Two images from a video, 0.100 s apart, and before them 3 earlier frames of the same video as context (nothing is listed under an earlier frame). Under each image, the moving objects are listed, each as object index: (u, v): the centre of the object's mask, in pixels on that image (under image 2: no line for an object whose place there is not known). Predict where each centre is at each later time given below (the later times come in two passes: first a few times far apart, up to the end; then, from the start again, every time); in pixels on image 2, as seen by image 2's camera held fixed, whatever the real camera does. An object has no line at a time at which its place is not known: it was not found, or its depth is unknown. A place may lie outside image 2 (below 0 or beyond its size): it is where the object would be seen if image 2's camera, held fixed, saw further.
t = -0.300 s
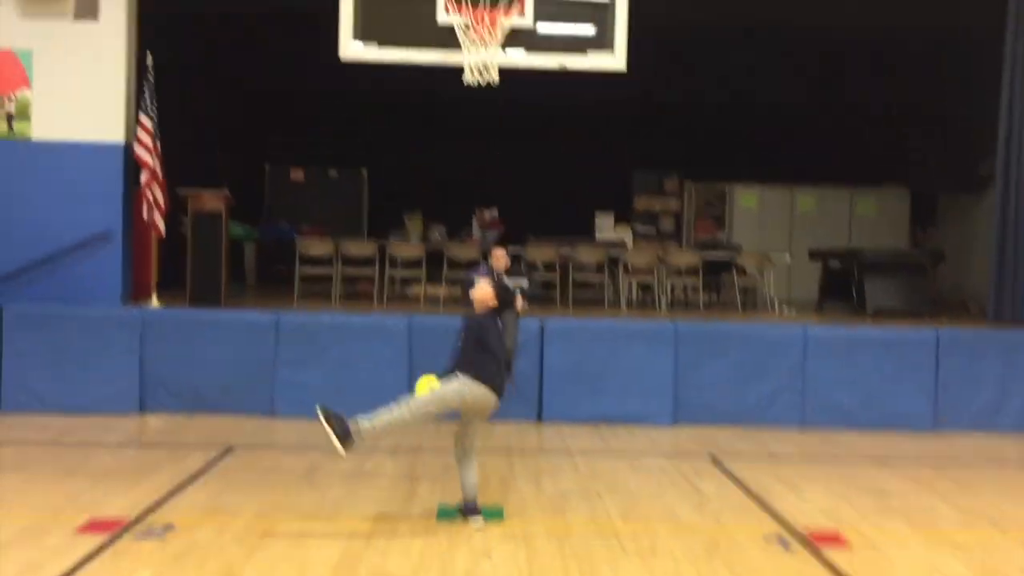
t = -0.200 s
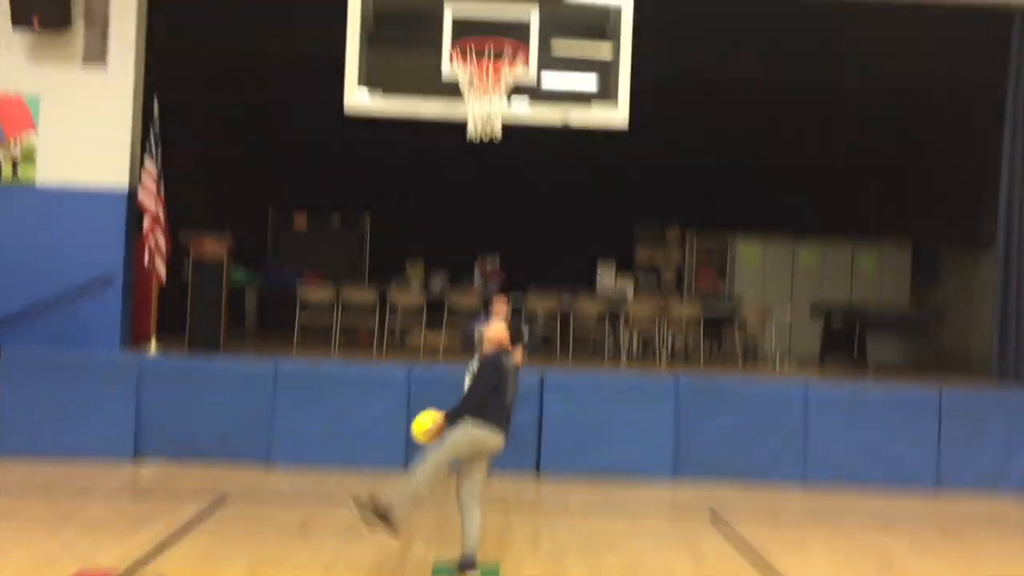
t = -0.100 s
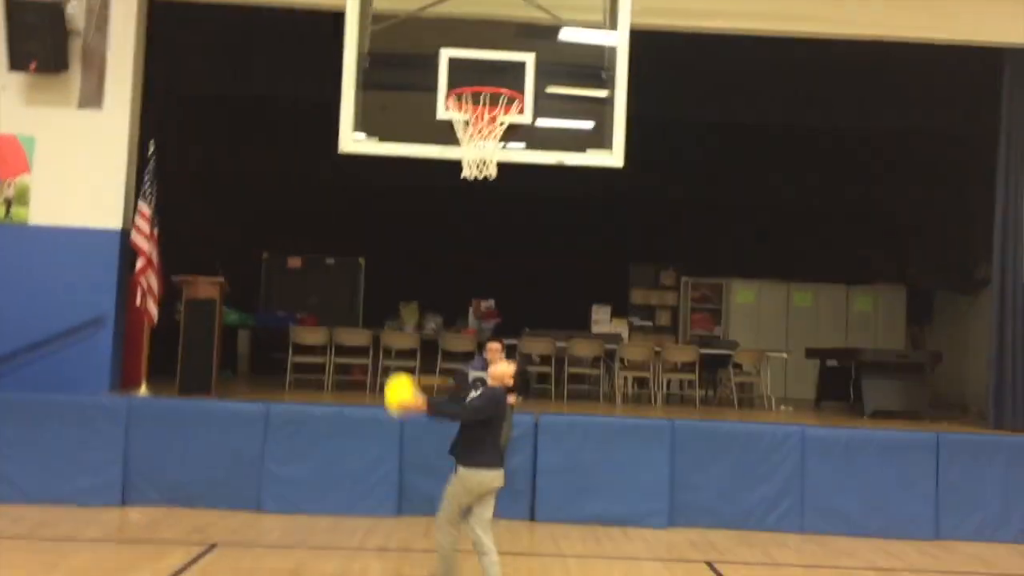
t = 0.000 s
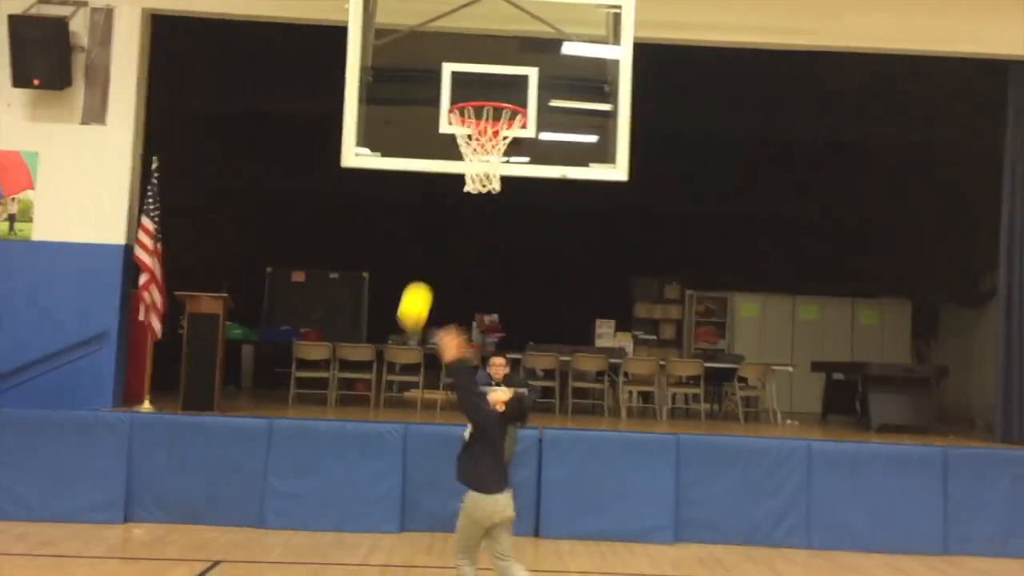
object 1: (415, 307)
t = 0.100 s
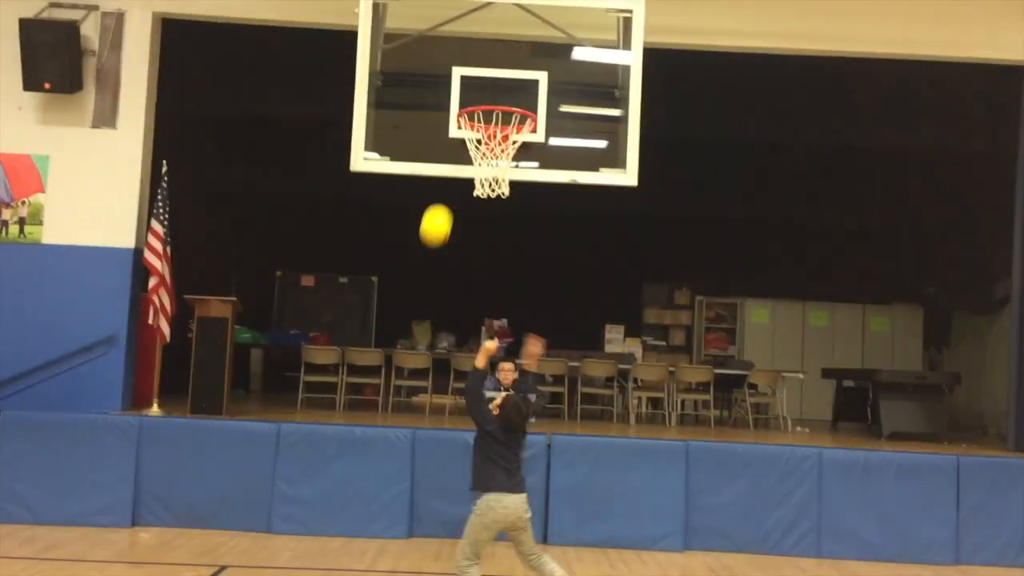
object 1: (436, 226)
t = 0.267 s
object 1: (453, 128)
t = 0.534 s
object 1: (416, 233)
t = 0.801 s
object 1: (371, 475)
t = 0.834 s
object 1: (365, 512)
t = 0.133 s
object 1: (440, 202)
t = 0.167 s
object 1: (443, 181)
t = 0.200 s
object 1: (448, 159)
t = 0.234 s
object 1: (449, 143)
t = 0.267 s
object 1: (453, 128)
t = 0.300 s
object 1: (450, 131)
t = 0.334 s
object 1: (446, 140)
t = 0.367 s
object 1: (441, 148)
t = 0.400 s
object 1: (437, 162)
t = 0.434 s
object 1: (431, 178)
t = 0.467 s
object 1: (426, 194)
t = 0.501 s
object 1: (421, 212)
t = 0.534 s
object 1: (416, 233)
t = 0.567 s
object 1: (411, 255)
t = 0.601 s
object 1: (405, 280)
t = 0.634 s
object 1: (400, 307)
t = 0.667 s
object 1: (394, 336)
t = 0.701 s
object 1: (389, 367)
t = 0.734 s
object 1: (382, 401)
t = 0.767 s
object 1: (377, 437)
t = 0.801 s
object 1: (371, 475)
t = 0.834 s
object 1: (365, 512)
